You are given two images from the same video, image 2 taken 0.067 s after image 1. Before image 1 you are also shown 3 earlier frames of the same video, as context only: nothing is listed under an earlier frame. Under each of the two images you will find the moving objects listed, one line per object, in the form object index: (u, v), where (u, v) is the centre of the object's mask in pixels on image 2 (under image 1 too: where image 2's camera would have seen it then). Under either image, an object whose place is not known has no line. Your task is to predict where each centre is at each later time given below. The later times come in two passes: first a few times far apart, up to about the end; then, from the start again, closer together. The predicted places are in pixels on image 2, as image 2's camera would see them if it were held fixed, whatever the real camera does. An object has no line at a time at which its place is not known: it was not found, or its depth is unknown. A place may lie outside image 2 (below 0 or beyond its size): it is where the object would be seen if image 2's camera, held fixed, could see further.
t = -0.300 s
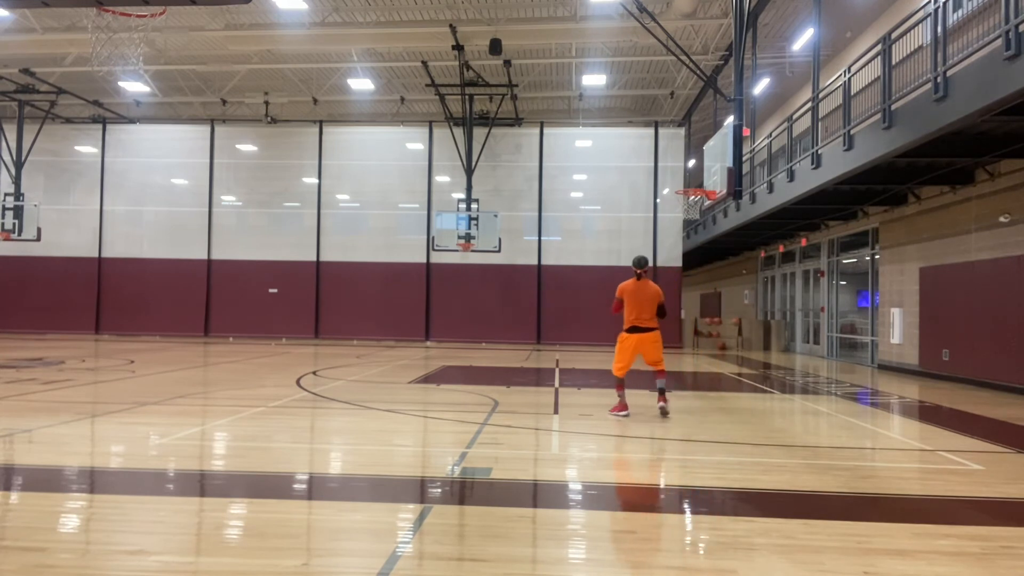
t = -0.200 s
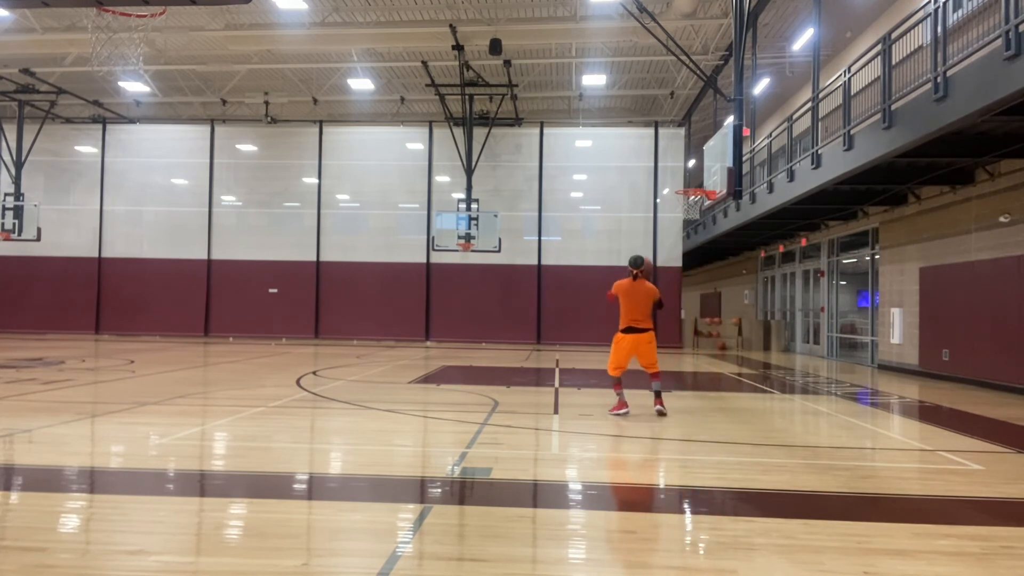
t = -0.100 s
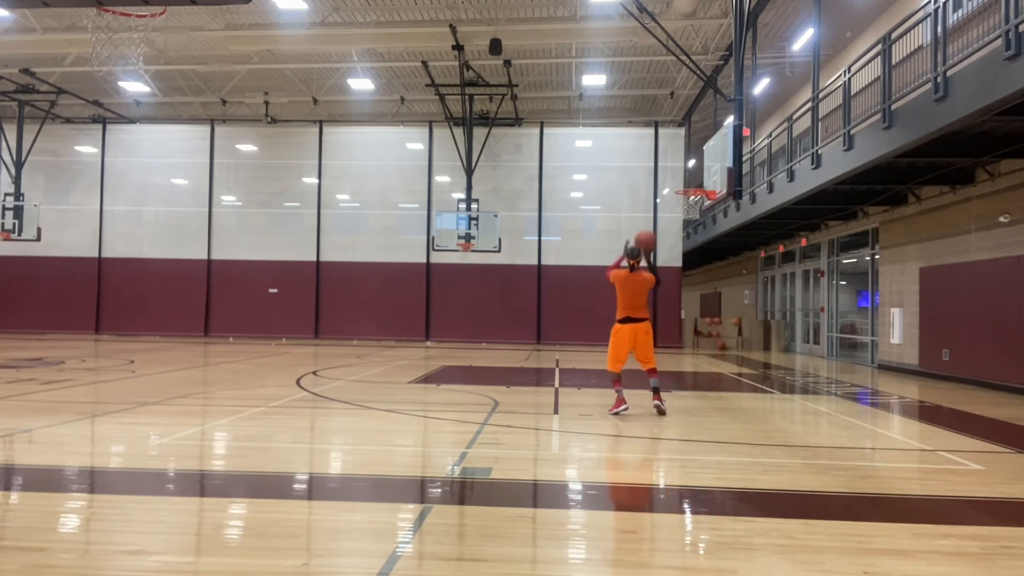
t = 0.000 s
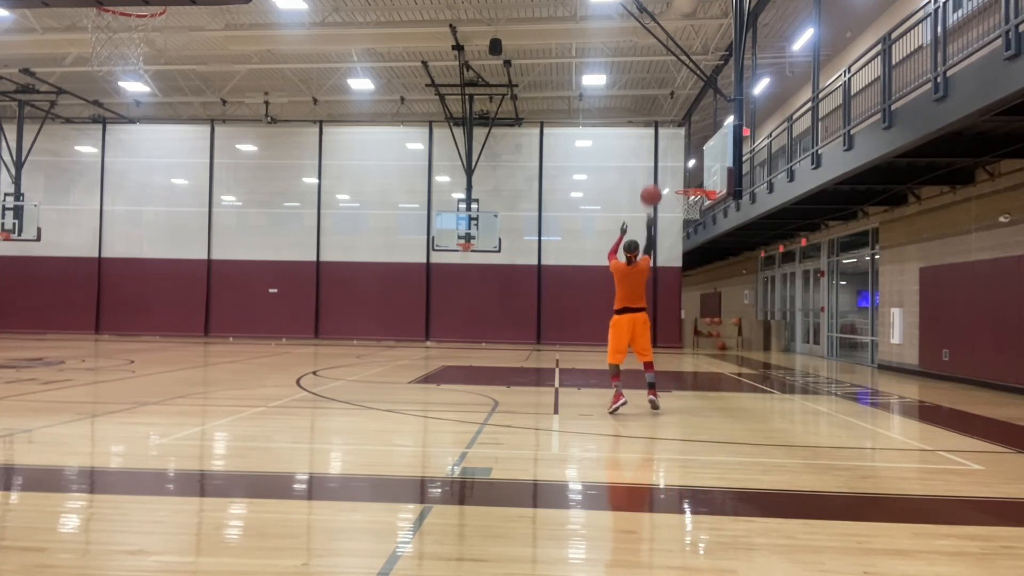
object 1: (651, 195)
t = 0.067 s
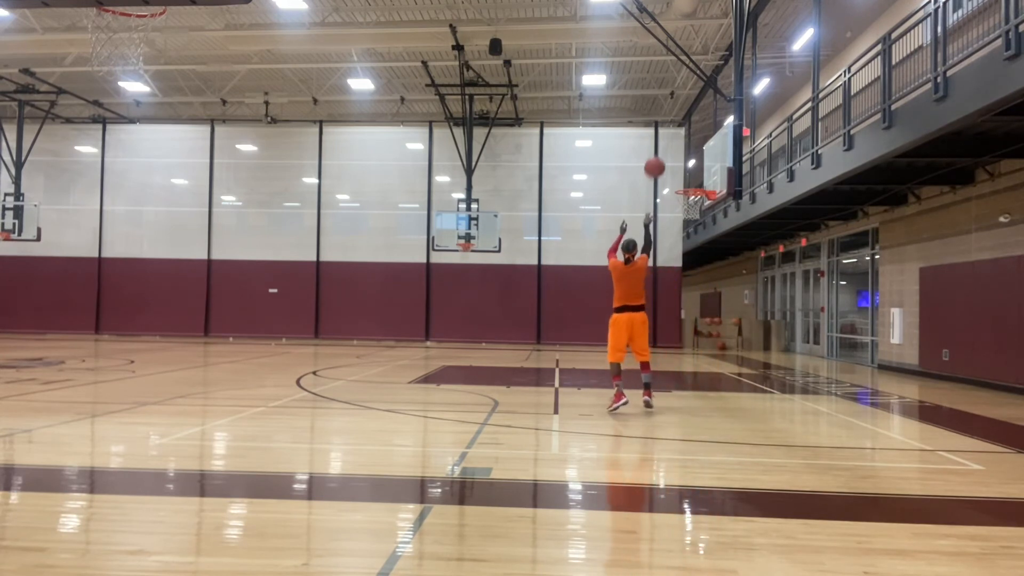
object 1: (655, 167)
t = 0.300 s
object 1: (665, 108)
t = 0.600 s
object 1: (674, 103)
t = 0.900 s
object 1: (680, 153)
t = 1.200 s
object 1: (695, 208)
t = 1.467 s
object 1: (715, 238)
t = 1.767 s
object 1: (736, 322)
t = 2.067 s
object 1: (754, 325)
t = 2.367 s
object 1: (771, 279)
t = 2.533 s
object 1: (779, 278)
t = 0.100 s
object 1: (656, 155)
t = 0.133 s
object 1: (658, 144)
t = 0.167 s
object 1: (659, 135)
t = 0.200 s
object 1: (660, 126)
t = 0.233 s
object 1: (662, 119)
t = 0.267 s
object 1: (663, 113)
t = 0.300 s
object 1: (665, 108)
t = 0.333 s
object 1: (666, 103)
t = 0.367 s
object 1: (667, 101)
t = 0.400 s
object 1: (669, 99)
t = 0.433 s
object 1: (669, 98)
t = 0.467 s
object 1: (670, 98)
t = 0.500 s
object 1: (671, 98)
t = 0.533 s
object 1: (672, 99)
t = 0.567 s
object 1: (673, 100)
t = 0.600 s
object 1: (674, 103)
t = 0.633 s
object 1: (674, 105)
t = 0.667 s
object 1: (675, 110)
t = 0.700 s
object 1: (675, 114)
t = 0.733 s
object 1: (677, 119)
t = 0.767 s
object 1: (677, 125)
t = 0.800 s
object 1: (678, 130)
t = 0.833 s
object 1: (678, 138)
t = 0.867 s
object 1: (679, 145)
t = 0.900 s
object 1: (680, 153)
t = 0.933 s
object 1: (680, 162)
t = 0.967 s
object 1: (681, 171)
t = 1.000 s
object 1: (682, 180)
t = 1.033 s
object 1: (682, 188)
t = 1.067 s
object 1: (682, 195)
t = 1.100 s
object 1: (686, 201)
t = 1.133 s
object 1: (690, 206)
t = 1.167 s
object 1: (693, 207)
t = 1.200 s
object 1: (695, 208)
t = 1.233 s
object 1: (697, 209)
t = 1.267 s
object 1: (698, 210)
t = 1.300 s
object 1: (702, 213)
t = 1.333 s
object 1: (704, 217)
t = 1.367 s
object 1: (707, 222)
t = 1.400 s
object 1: (710, 226)
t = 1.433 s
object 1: (712, 231)
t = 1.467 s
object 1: (715, 238)
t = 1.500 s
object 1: (717, 244)
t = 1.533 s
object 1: (719, 252)
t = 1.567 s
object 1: (721, 259)
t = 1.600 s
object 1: (723, 267)
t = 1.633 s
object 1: (726, 277)
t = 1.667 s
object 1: (729, 287)
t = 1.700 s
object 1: (731, 299)
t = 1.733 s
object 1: (734, 310)
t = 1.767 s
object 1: (736, 322)
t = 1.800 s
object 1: (738, 334)
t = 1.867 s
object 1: (743, 362)
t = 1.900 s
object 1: (745, 374)
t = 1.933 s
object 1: (747, 362)
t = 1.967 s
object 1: (749, 352)
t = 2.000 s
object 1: (750, 342)
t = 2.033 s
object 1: (752, 334)
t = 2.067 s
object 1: (754, 325)
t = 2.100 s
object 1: (756, 317)
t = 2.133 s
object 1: (759, 310)
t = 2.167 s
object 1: (760, 304)
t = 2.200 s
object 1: (762, 298)
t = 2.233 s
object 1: (764, 293)
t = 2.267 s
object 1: (766, 288)
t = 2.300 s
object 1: (767, 285)
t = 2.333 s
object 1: (769, 281)
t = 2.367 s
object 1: (771, 279)
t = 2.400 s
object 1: (773, 277)
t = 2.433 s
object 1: (775, 276)
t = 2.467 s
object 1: (776, 276)
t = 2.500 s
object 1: (777, 277)
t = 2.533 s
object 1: (779, 278)
